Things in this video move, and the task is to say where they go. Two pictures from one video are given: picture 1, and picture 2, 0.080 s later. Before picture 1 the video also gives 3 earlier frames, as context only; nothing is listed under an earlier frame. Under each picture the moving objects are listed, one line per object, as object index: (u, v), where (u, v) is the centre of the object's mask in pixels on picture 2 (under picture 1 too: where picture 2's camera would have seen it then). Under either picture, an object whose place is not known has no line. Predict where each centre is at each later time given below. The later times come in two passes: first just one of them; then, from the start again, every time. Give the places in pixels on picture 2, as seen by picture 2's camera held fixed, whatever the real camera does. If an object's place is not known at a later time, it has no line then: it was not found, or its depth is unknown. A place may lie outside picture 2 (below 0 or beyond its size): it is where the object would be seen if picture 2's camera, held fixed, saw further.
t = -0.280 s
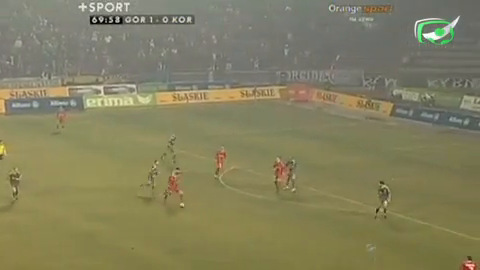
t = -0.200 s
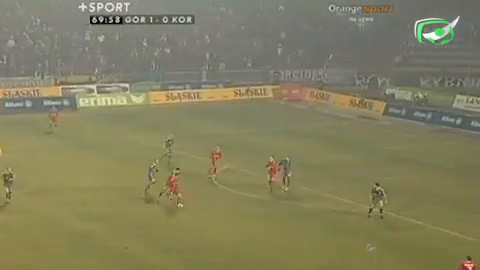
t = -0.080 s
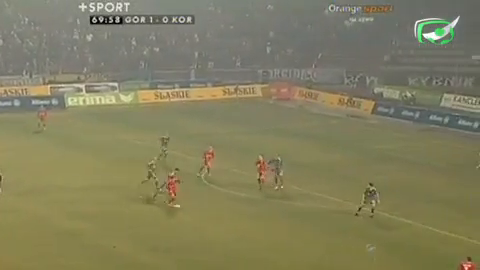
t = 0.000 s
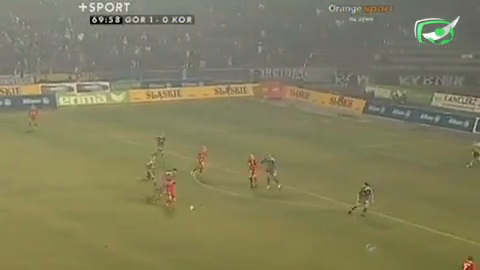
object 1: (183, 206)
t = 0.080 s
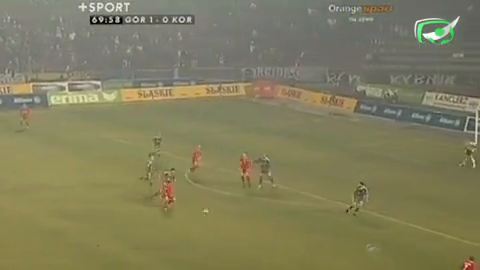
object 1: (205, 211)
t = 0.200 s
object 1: (238, 215)
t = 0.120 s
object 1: (216, 212)
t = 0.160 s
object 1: (227, 213)
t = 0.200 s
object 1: (238, 215)
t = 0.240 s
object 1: (247, 218)
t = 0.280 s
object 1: (258, 219)
